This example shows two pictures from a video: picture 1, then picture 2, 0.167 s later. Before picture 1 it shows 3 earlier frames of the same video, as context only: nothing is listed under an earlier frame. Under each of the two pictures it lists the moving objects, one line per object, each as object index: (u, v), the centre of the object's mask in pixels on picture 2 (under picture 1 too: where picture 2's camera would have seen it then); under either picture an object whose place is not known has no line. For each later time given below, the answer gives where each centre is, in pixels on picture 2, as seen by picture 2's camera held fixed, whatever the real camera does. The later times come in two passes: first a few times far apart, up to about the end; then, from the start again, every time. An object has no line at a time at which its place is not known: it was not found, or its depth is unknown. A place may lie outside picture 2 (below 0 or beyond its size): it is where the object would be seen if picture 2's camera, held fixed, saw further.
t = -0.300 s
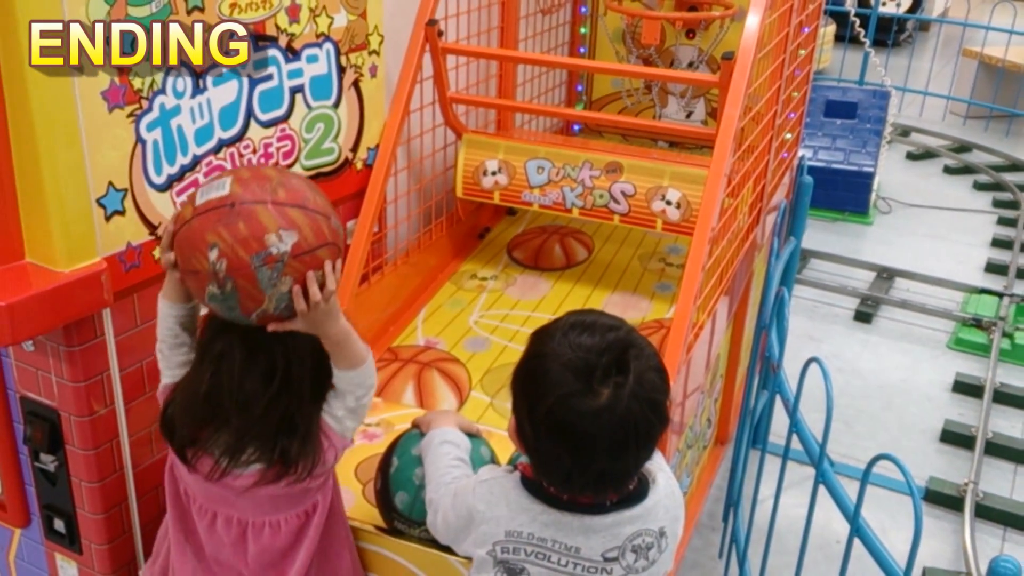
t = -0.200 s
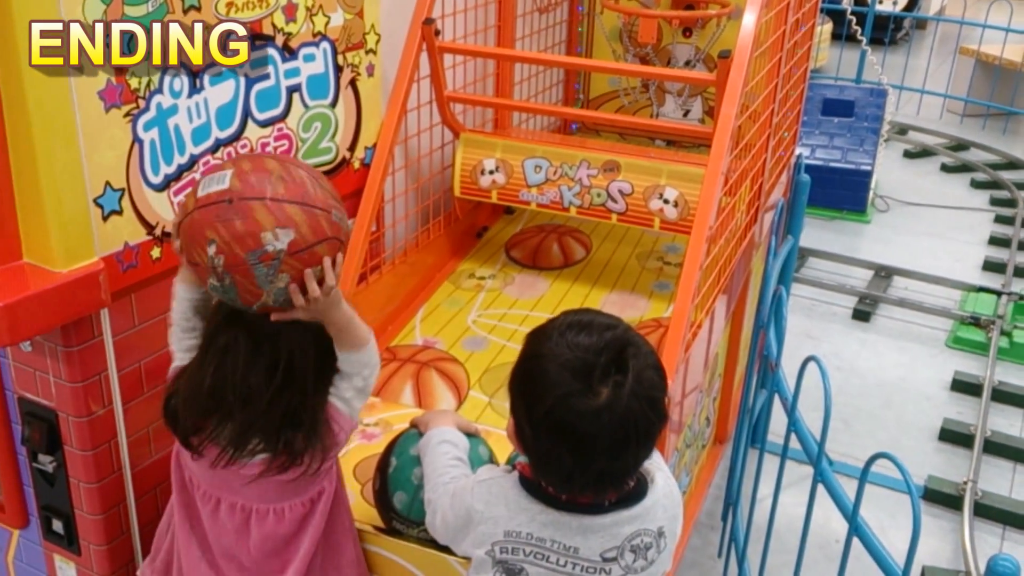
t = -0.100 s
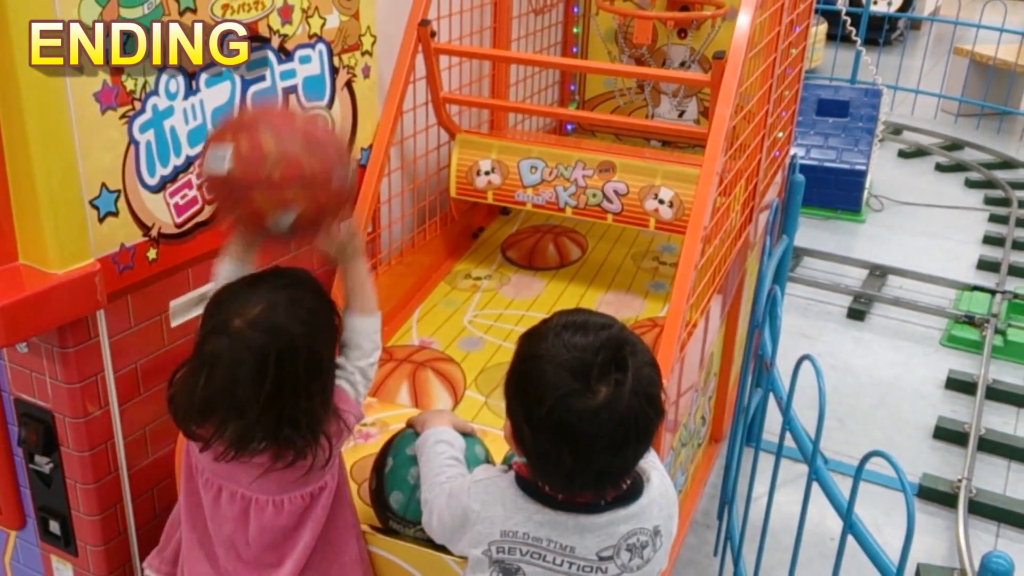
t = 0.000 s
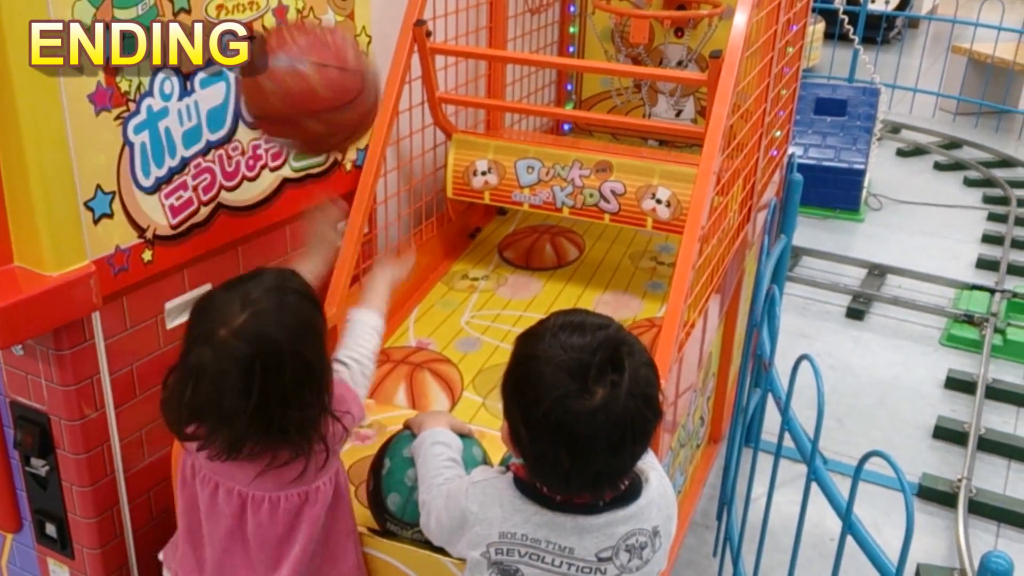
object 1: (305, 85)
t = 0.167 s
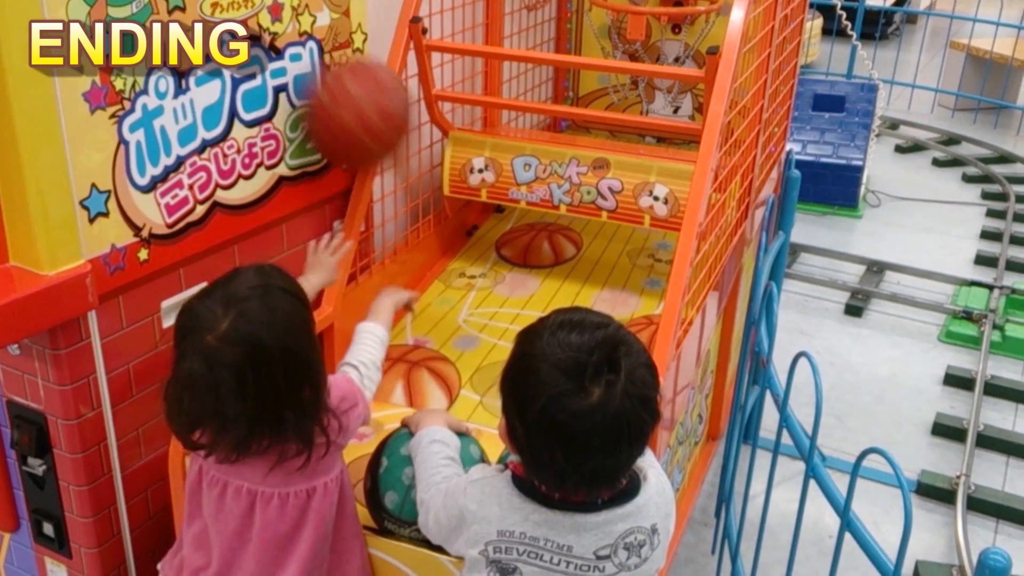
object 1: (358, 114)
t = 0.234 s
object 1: (417, 170)
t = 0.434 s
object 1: (519, 244)
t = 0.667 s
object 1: (589, 273)
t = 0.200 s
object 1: (387, 138)
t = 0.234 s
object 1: (417, 170)
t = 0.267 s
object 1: (440, 204)
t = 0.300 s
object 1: (461, 238)
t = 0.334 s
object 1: (485, 282)
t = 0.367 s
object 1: (499, 284)
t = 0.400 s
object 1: (509, 260)
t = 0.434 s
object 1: (519, 244)
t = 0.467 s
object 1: (529, 232)
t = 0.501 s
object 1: (538, 225)
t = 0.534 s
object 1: (548, 224)
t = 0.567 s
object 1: (557, 229)
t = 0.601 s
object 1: (573, 239)
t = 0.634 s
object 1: (580, 256)
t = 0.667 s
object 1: (589, 273)
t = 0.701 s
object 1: (606, 294)
